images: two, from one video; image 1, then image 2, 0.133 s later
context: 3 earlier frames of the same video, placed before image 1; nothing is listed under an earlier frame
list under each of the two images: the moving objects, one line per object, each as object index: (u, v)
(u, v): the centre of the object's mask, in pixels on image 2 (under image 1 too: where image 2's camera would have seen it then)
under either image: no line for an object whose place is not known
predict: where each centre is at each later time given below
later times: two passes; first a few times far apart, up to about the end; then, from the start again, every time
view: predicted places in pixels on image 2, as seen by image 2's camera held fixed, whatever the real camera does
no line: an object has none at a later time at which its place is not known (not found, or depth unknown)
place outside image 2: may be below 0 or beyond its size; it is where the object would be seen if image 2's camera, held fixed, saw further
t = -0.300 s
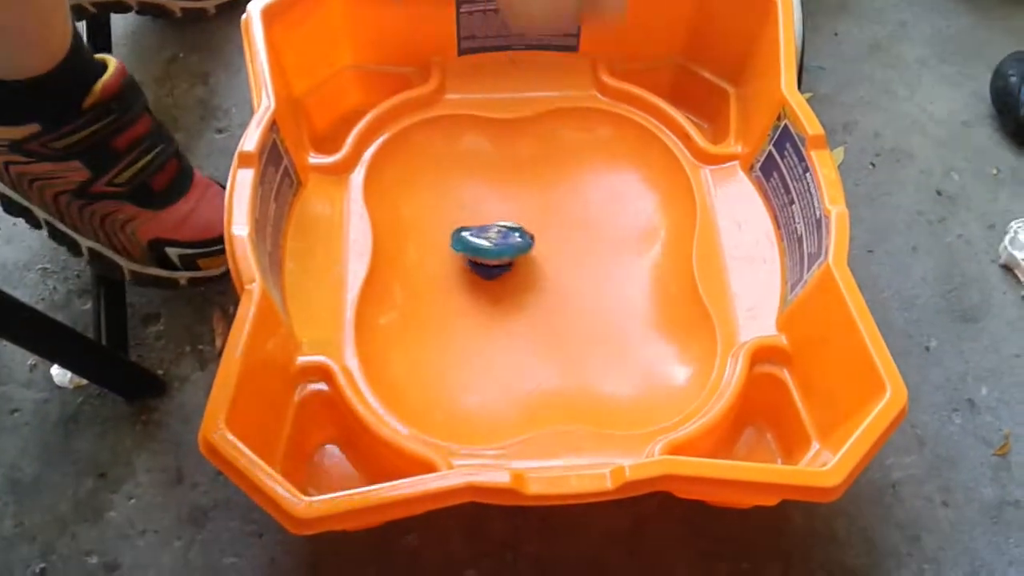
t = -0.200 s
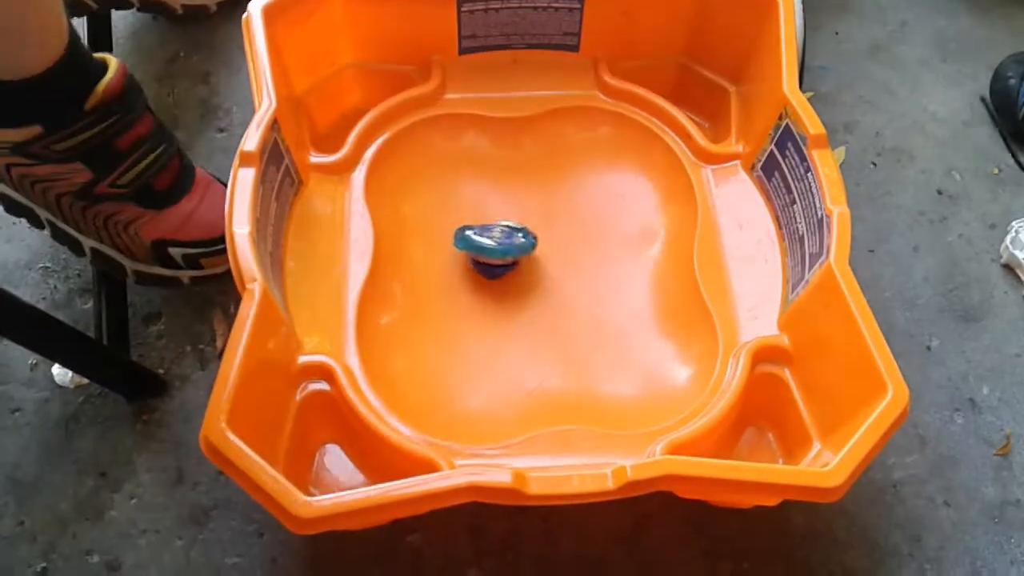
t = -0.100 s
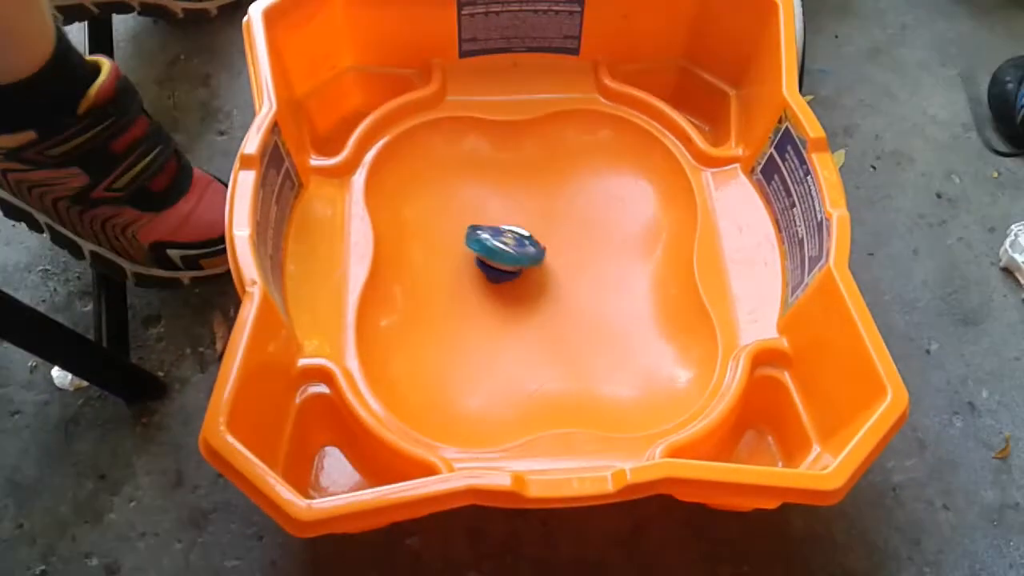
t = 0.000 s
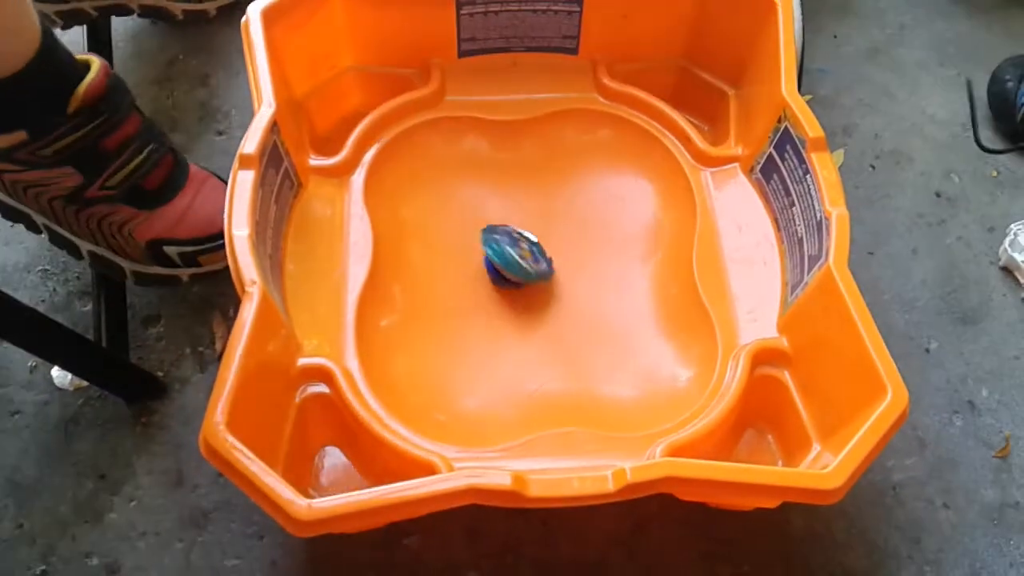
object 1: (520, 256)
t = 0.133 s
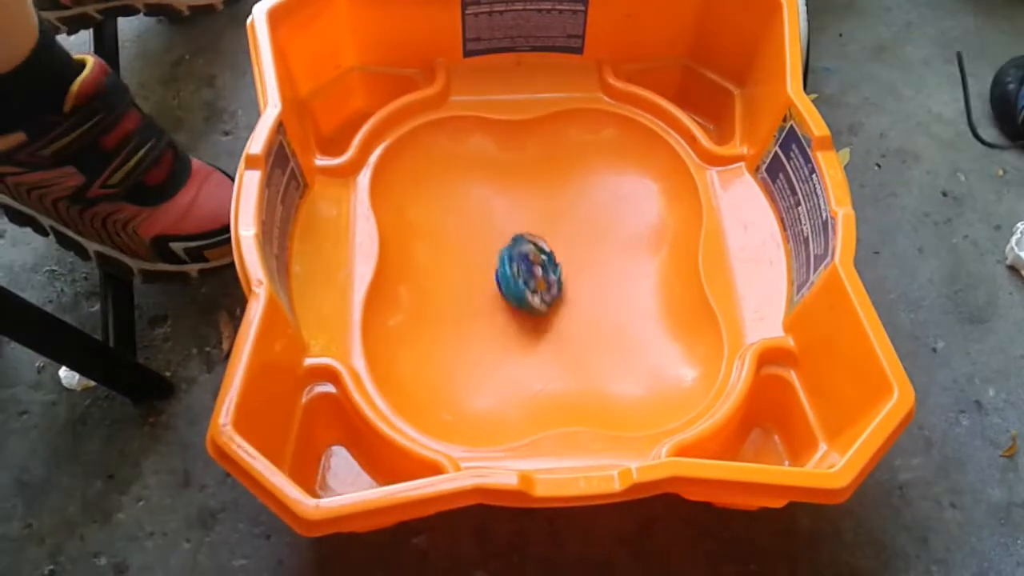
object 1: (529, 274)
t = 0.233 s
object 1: (524, 286)
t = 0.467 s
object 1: (512, 294)
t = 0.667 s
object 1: (525, 283)
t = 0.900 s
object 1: (521, 258)
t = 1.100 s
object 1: (510, 251)
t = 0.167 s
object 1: (529, 278)
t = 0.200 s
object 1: (527, 282)
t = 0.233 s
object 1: (524, 286)
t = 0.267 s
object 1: (521, 289)
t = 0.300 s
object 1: (518, 291)
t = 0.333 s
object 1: (516, 292)
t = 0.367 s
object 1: (514, 293)
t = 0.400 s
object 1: (513, 294)
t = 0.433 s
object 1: (512, 294)
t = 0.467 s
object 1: (512, 294)
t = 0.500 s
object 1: (513, 293)
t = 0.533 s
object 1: (515, 293)
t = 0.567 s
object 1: (517, 291)
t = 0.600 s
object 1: (519, 289)
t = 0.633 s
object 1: (522, 287)
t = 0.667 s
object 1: (525, 283)
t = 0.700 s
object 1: (527, 279)
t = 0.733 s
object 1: (528, 275)
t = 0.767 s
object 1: (528, 271)
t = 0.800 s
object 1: (528, 267)
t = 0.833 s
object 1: (526, 264)
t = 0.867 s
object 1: (524, 261)
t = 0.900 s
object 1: (521, 258)
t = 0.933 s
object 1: (519, 256)
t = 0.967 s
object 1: (516, 254)
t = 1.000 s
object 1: (514, 253)
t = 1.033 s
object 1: (512, 252)
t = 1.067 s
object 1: (511, 252)
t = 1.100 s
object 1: (510, 251)
